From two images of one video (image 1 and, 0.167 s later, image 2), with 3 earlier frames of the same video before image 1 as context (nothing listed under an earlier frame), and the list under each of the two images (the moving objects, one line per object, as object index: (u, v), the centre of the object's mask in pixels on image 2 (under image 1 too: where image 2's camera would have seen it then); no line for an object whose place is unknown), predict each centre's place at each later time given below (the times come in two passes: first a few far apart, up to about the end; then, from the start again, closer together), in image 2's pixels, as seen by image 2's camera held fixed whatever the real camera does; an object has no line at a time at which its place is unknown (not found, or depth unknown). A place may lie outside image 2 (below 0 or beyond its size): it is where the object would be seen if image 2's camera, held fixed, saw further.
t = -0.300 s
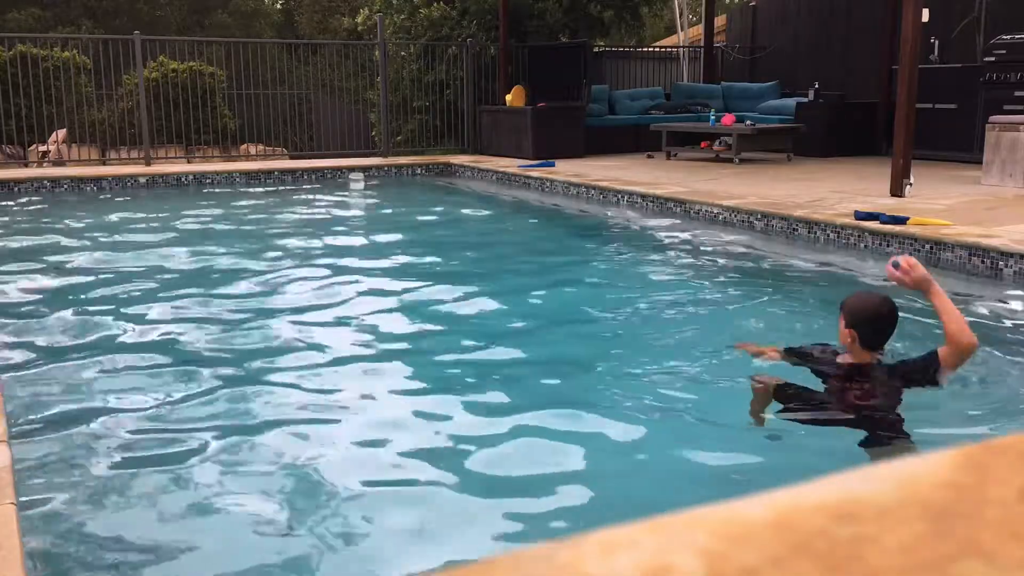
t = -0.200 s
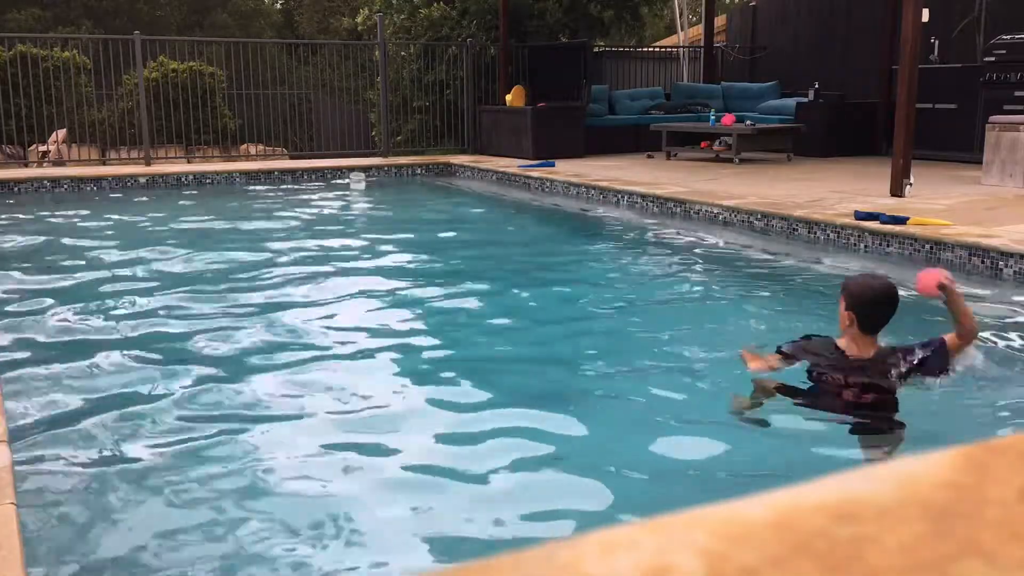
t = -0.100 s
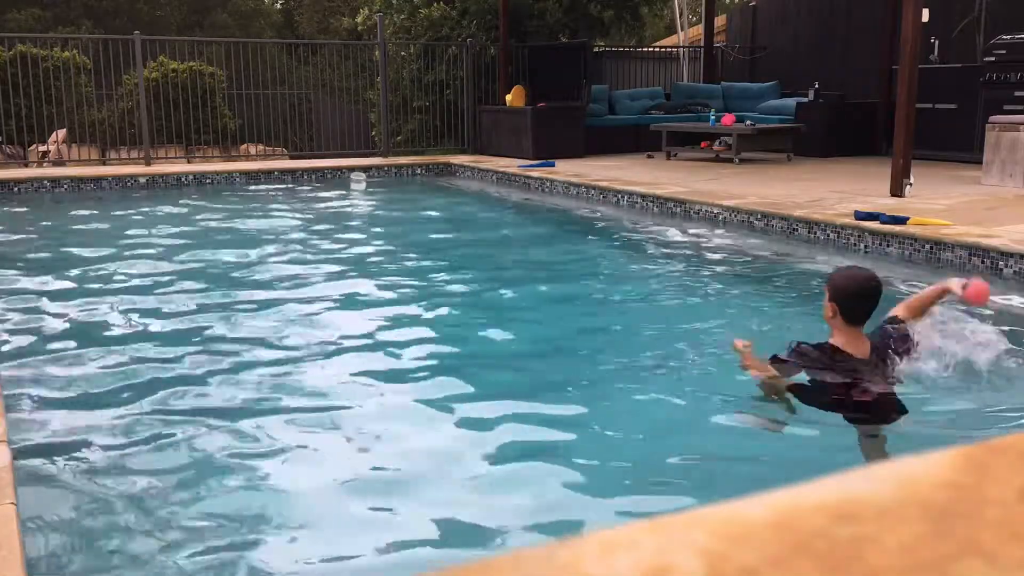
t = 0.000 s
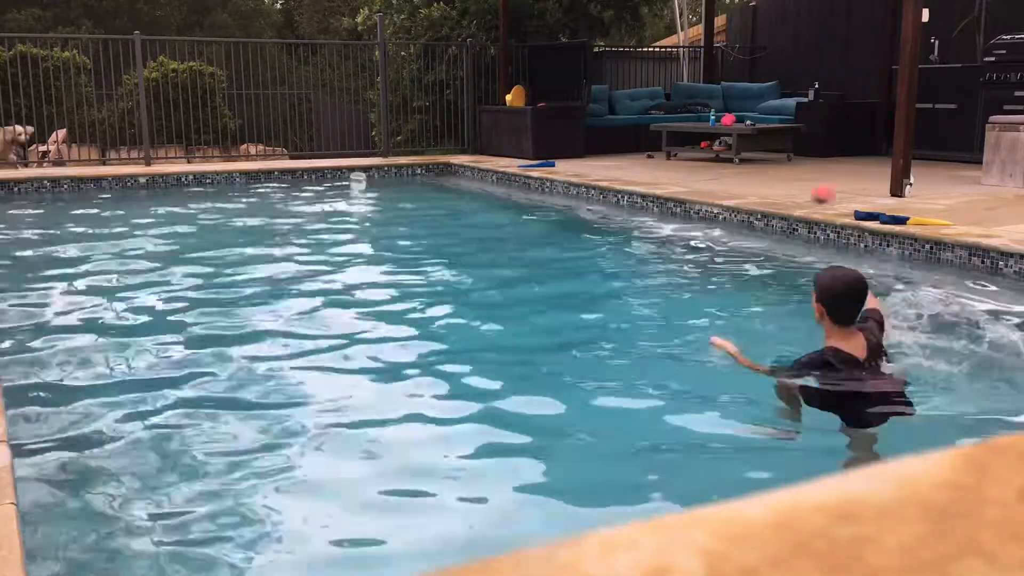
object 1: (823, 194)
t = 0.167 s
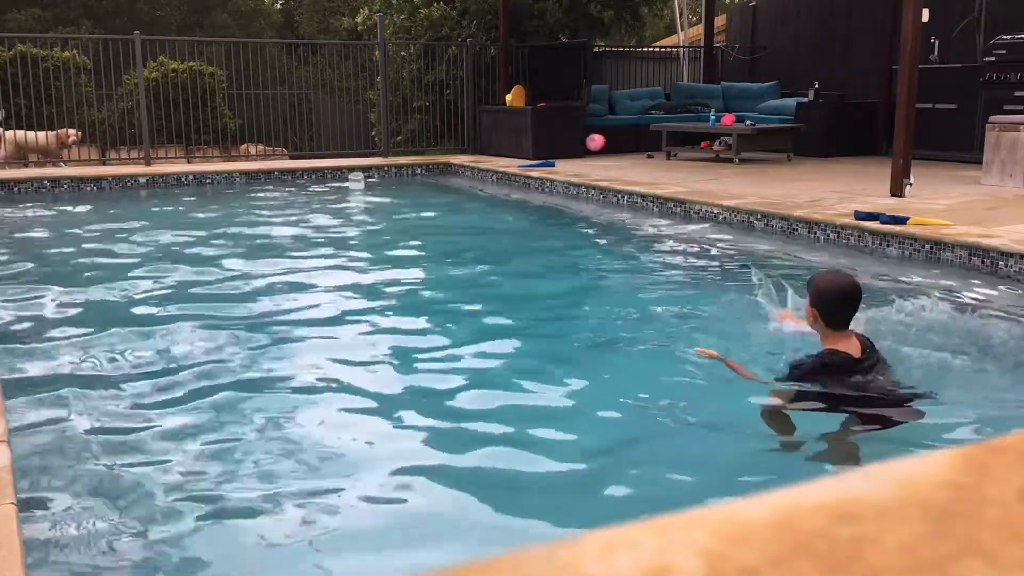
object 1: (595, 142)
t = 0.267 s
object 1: (510, 144)
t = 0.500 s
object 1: (383, 192)
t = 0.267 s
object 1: (510, 144)
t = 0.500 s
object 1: (383, 192)
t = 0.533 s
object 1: (371, 187)
